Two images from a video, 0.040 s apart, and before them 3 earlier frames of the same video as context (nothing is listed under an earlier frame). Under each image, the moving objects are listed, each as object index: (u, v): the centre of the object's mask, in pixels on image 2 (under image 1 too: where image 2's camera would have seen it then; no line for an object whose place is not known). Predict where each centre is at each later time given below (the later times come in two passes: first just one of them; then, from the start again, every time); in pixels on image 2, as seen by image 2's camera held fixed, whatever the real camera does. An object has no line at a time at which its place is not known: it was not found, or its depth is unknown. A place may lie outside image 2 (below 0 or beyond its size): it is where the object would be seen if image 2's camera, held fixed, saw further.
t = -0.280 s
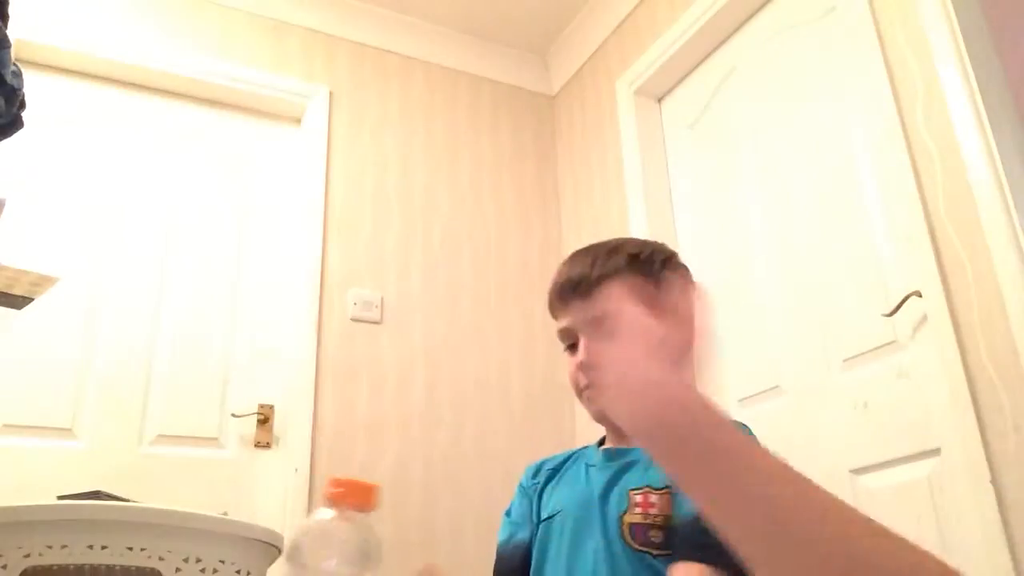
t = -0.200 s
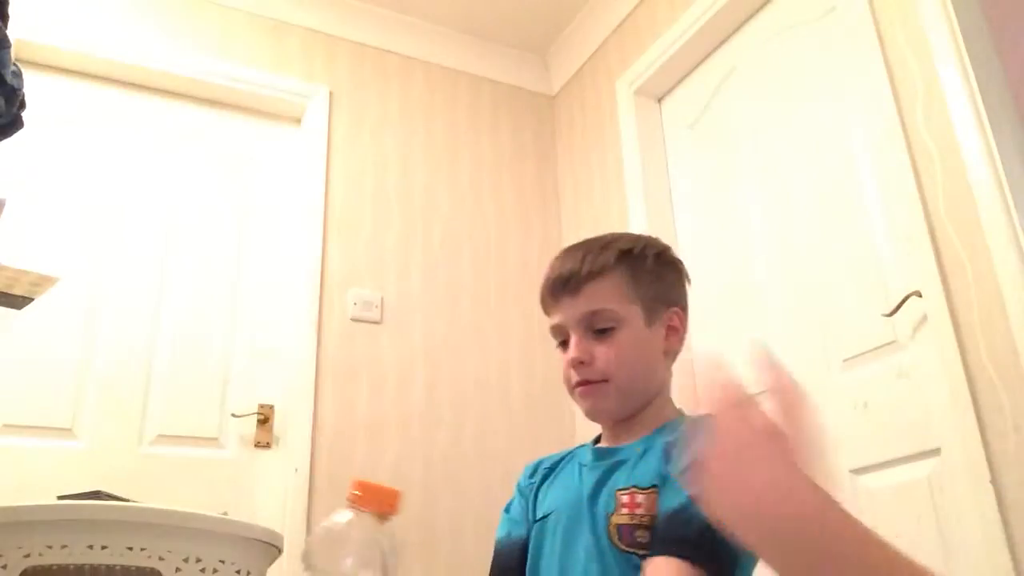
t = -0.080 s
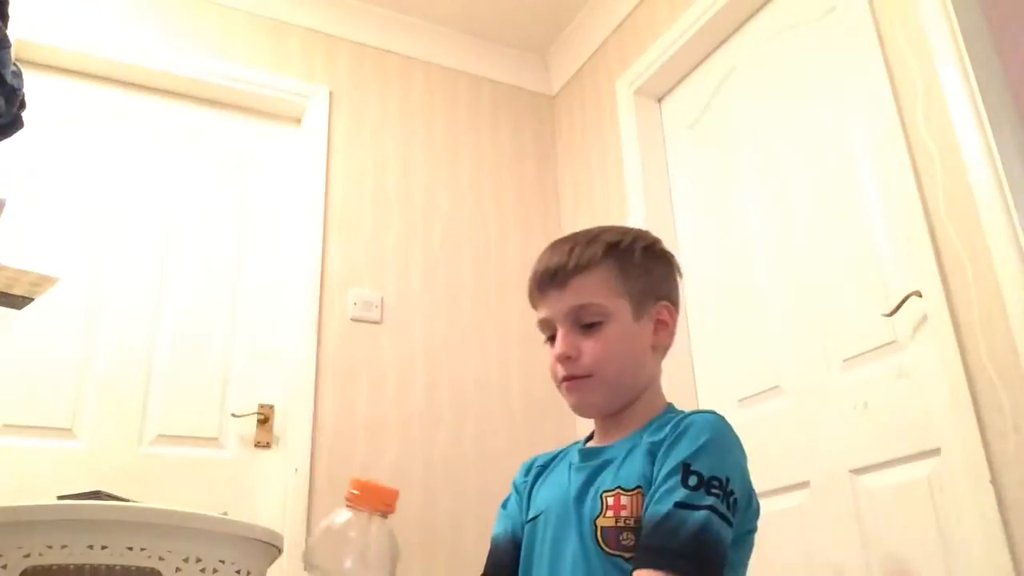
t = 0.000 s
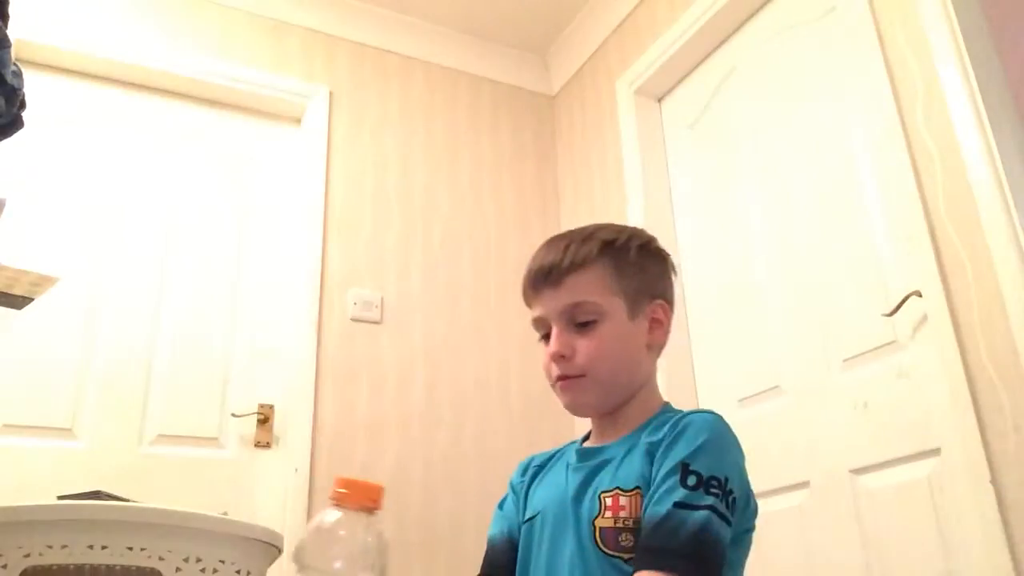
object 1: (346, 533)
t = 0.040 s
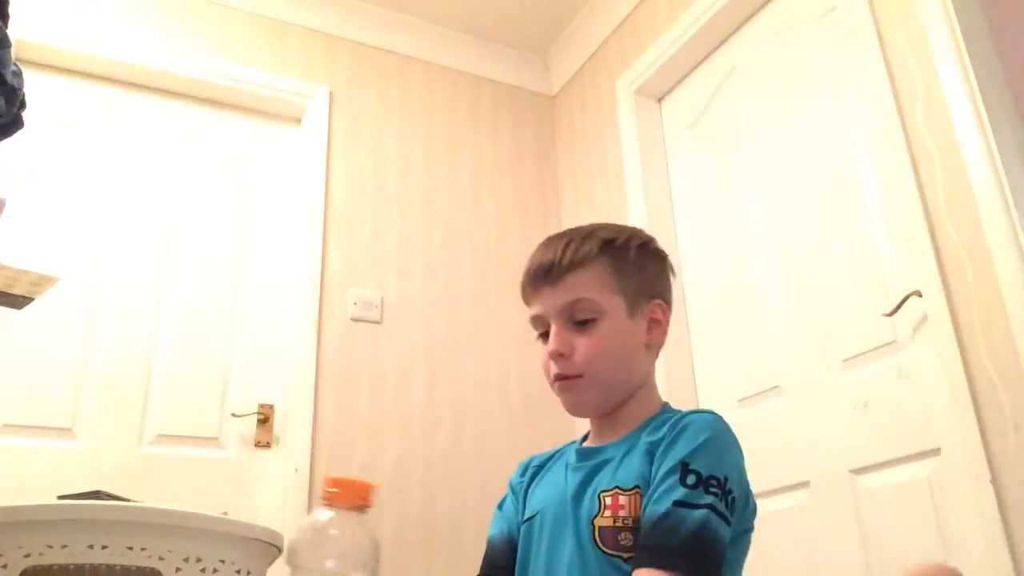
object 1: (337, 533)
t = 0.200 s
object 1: (344, 532)
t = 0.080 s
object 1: (328, 532)
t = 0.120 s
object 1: (327, 532)
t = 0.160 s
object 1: (333, 531)
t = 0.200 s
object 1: (344, 532)
